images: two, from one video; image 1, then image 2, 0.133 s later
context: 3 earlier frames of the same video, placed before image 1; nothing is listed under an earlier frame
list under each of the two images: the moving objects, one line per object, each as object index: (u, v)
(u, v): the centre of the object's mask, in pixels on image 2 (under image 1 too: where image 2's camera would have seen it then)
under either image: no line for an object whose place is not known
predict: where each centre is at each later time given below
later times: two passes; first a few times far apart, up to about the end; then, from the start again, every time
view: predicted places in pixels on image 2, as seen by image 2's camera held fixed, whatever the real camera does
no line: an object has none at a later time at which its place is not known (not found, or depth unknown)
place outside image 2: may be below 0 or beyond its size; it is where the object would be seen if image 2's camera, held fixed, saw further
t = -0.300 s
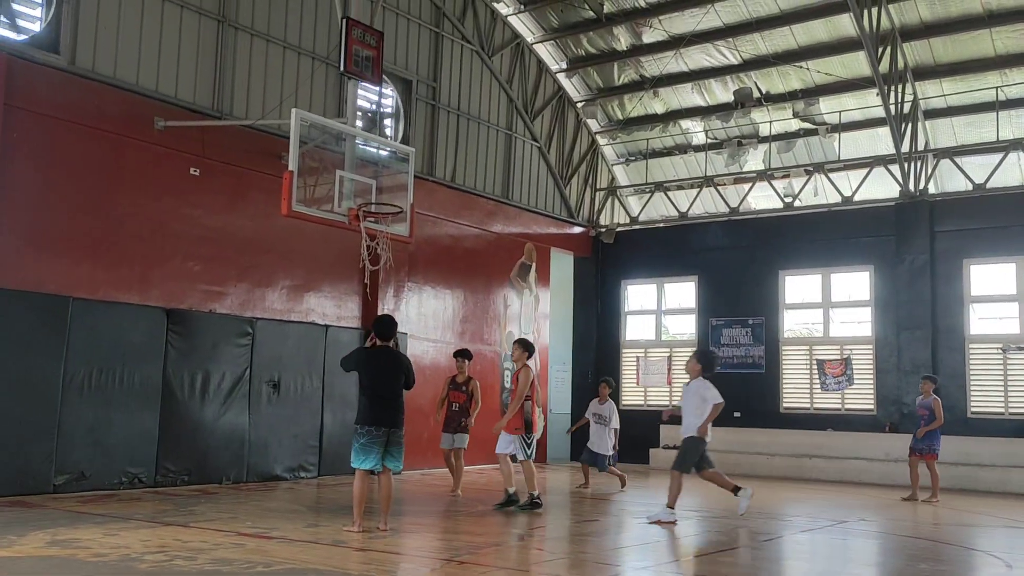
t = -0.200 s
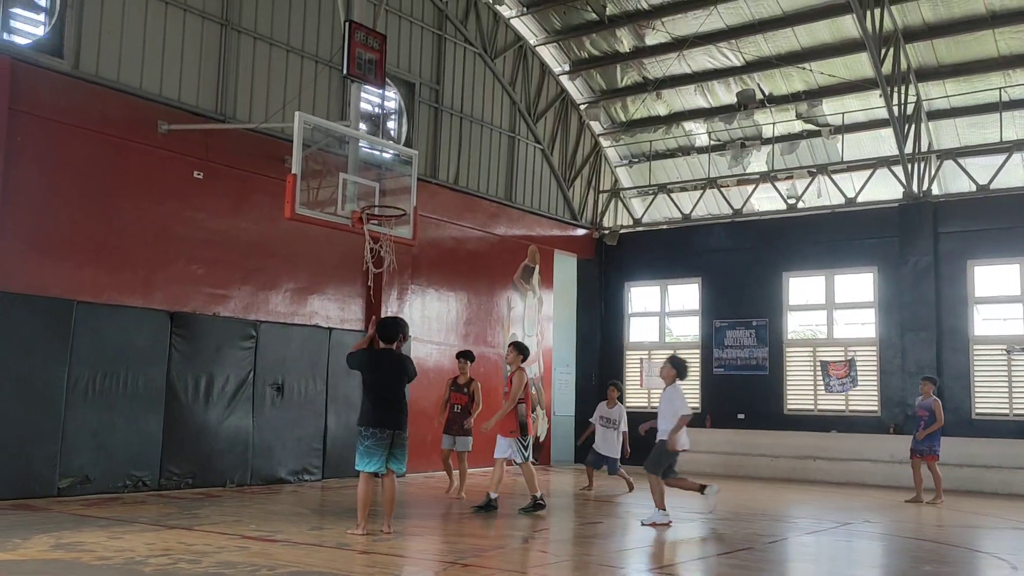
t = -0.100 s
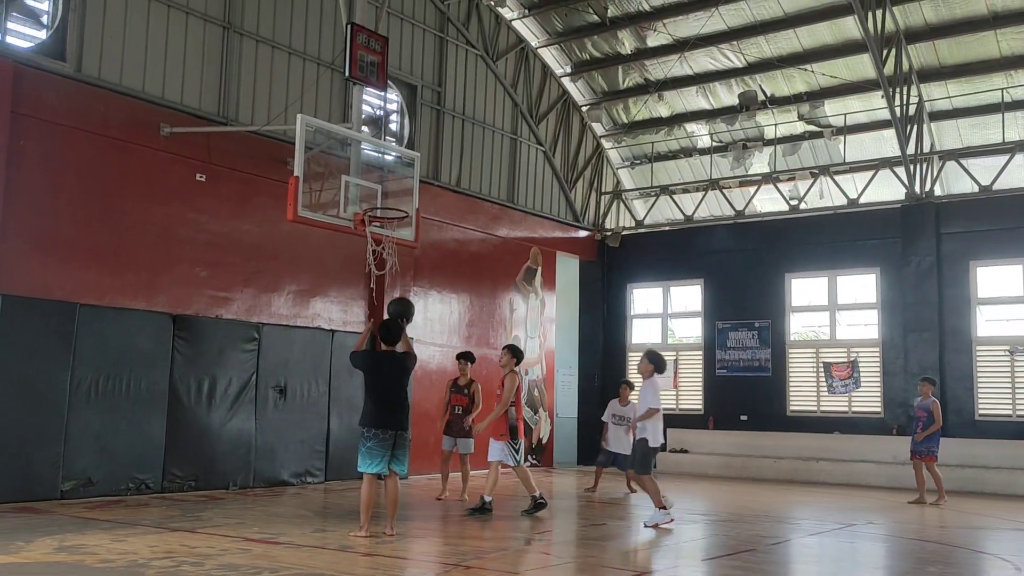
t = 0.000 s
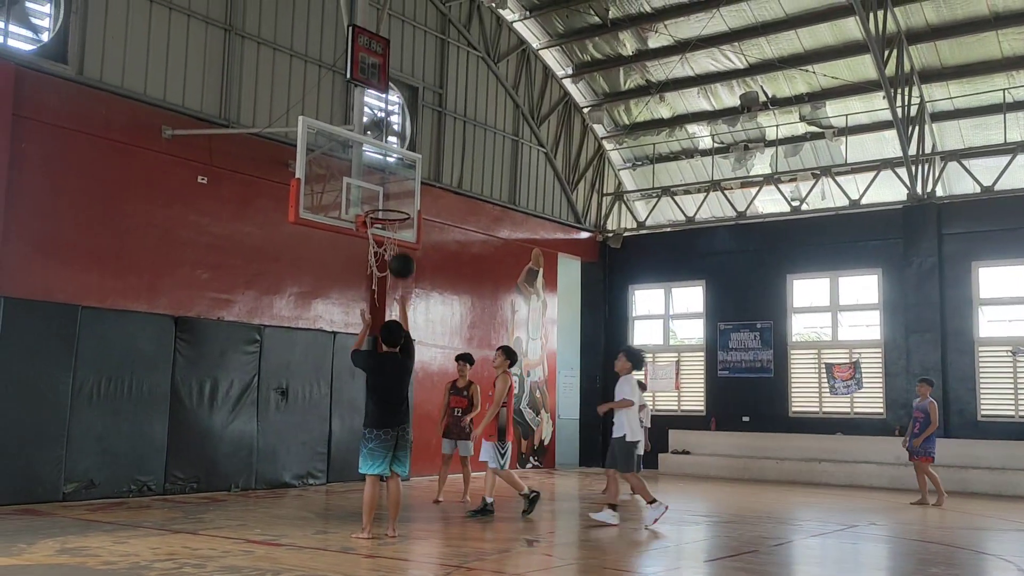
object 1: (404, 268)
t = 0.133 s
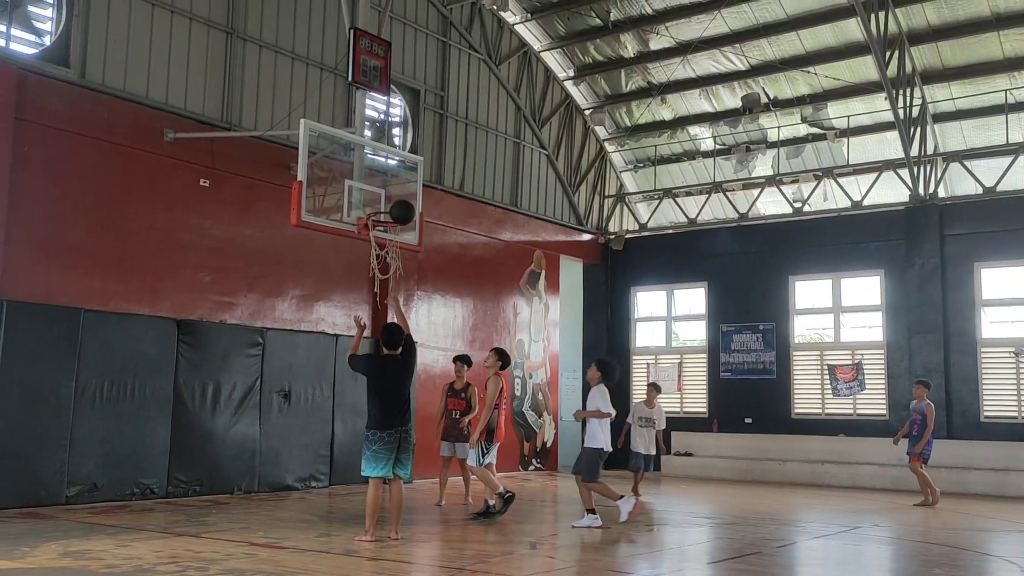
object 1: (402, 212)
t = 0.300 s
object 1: (399, 173)
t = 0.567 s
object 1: (394, 171)
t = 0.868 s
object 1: (389, 238)
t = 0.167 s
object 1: (401, 202)
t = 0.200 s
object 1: (401, 193)
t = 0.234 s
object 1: (400, 185)
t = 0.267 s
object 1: (400, 179)
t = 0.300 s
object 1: (399, 173)
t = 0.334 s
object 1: (399, 169)
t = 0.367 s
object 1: (398, 166)
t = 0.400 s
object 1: (397, 164)
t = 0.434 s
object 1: (397, 163)
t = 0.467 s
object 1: (396, 164)
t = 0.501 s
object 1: (396, 165)
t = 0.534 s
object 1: (395, 167)
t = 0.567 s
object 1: (394, 171)
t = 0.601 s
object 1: (394, 175)
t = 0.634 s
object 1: (393, 180)
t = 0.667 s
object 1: (392, 186)
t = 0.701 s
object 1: (391, 194)
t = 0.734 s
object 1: (390, 201)
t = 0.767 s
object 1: (390, 210)
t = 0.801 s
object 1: (389, 221)
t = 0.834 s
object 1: (389, 229)
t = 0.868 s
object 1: (389, 238)
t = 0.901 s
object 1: (388, 247)
